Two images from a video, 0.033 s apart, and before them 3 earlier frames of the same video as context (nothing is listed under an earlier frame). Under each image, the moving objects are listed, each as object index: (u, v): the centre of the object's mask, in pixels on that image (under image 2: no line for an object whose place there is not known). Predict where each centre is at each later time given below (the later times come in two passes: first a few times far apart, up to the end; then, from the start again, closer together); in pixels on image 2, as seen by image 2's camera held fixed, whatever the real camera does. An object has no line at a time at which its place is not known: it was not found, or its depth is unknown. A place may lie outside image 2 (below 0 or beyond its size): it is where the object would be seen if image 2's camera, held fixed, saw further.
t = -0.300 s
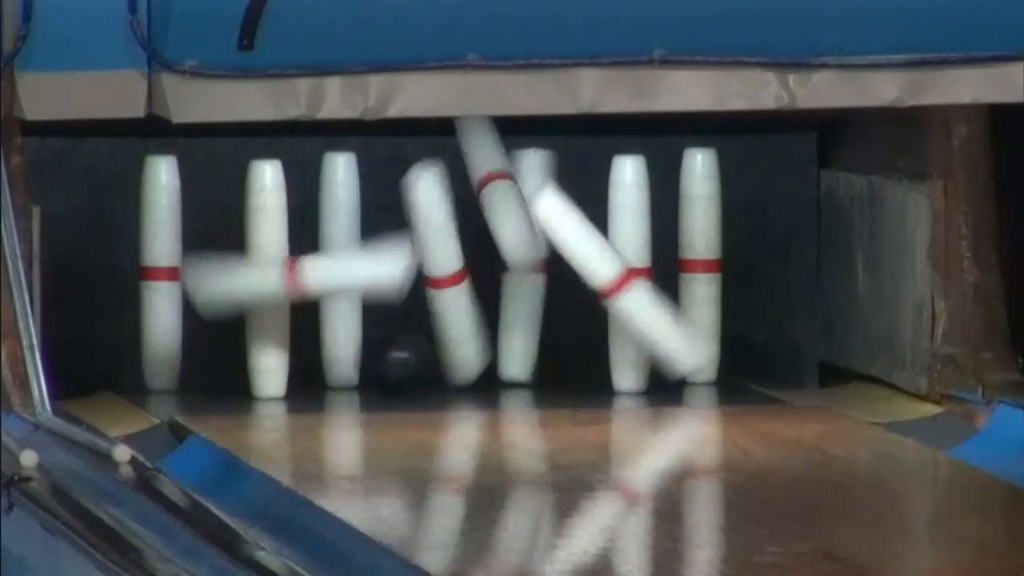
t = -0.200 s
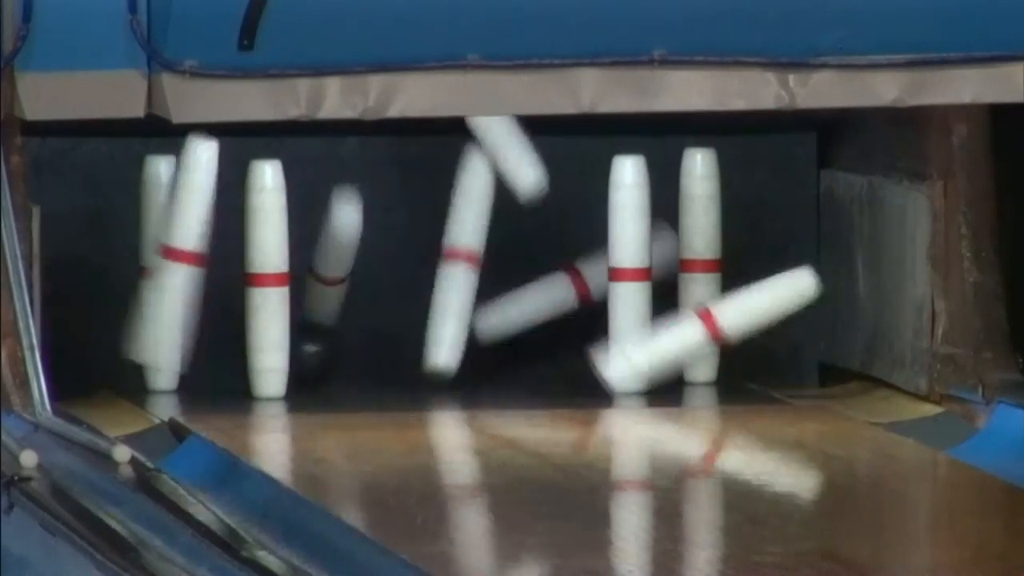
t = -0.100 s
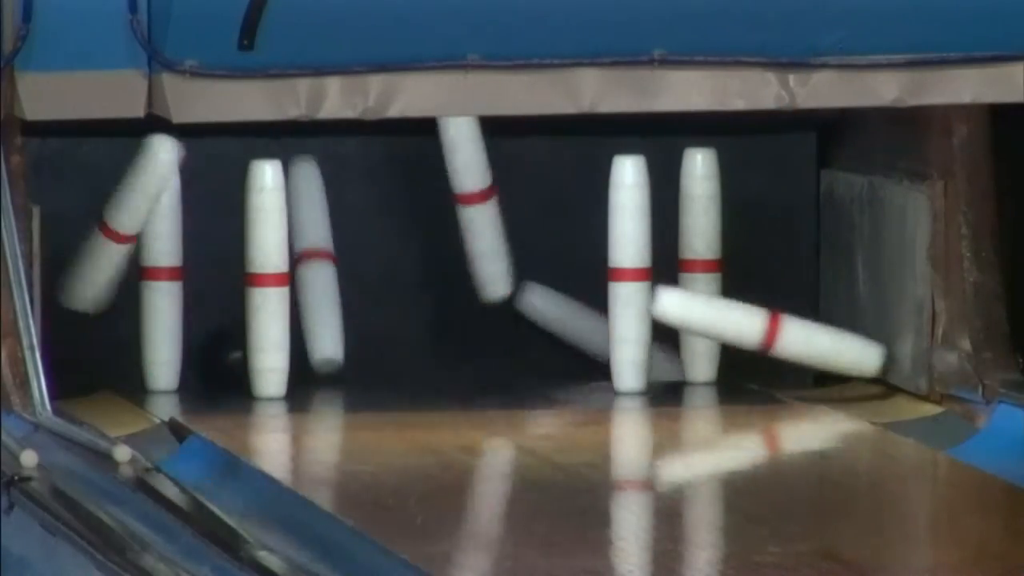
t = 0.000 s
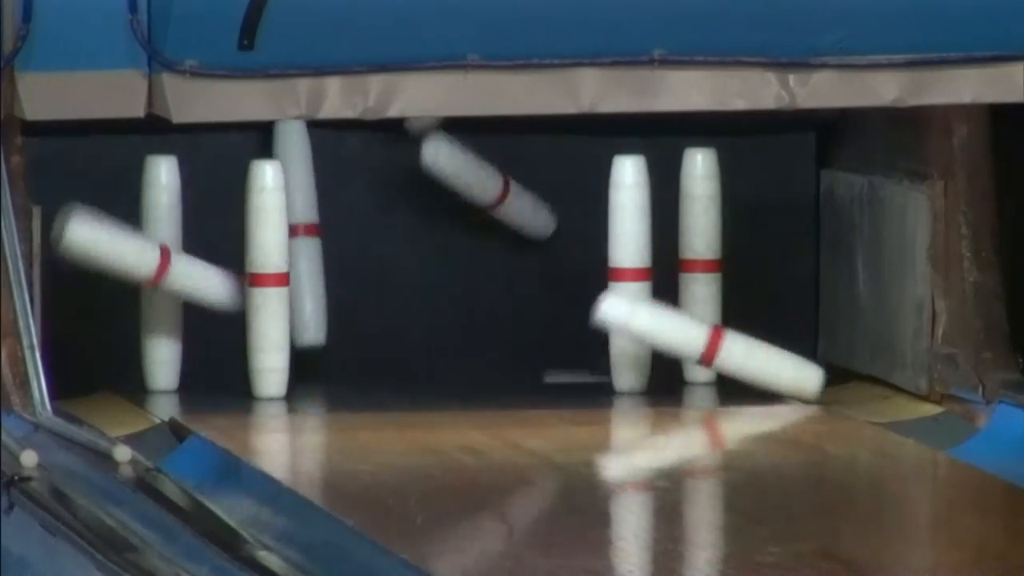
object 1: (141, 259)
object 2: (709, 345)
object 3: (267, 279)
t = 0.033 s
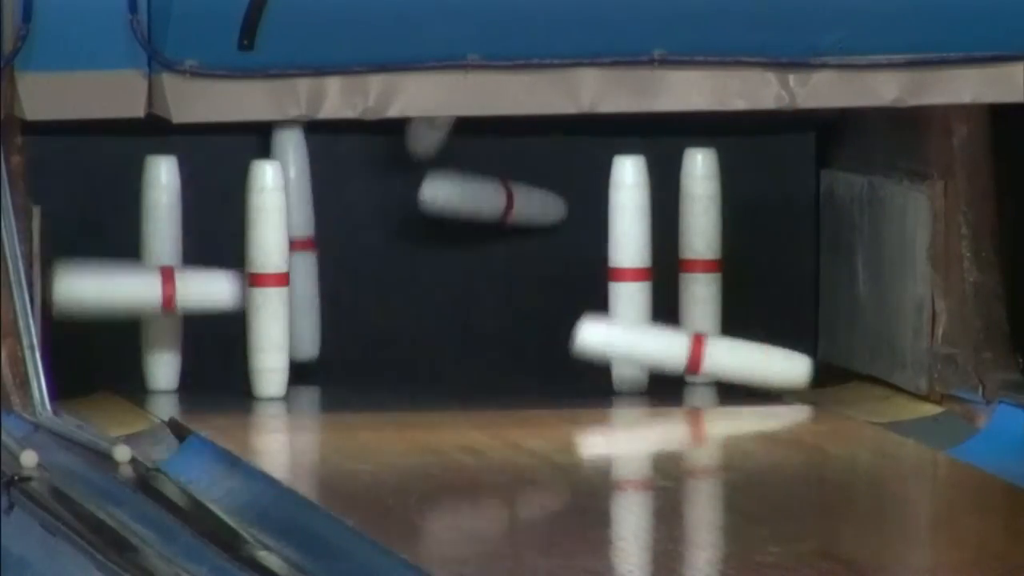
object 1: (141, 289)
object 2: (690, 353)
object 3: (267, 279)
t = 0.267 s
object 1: (167, 364)
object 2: (588, 377)
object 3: (281, 278)
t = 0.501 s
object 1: (166, 363)
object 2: (515, 378)
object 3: (294, 291)
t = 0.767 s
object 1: (176, 370)
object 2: (473, 377)
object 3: (313, 342)
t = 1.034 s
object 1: (174, 371)
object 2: (458, 378)
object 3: (332, 361)
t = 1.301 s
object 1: (180, 370)
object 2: (475, 376)
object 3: (342, 372)
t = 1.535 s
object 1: (179, 370)
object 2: (475, 375)
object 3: (348, 383)
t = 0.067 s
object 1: (145, 332)
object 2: (672, 368)
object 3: (268, 279)
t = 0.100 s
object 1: (157, 355)
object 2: (660, 375)
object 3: (271, 279)
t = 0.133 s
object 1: (159, 362)
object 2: (645, 375)
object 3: (273, 278)
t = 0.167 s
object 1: (161, 363)
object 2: (631, 377)
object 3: (275, 278)
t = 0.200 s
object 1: (166, 362)
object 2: (618, 375)
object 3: (277, 278)
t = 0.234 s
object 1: (166, 360)
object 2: (603, 376)
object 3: (279, 278)
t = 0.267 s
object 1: (167, 364)
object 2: (588, 377)
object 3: (281, 278)
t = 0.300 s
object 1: (166, 369)
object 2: (576, 376)
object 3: (282, 278)
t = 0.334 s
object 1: (166, 363)
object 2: (566, 377)
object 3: (284, 279)
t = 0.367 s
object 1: (167, 357)
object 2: (555, 377)
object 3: (286, 279)
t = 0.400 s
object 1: (168, 357)
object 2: (543, 377)
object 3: (288, 280)
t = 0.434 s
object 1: (167, 362)
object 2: (533, 377)
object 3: (290, 282)
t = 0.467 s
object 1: (168, 365)
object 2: (524, 378)
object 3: (292, 286)
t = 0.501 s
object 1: (166, 363)
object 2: (515, 378)
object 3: (294, 291)
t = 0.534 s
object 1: (164, 367)
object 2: (506, 378)
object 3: (297, 301)
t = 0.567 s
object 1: (161, 368)
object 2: (499, 378)
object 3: (300, 313)
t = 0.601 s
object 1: (162, 369)
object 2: (492, 377)
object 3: (304, 332)
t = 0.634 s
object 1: (165, 369)
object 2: (485, 378)
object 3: (309, 358)
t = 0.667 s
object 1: (163, 369)
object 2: (480, 378)
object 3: (307, 375)
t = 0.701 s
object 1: (173, 370)
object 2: (477, 378)
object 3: (308, 359)
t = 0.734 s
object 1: (176, 370)
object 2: (474, 378)
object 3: (310, 348)
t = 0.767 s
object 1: (176, 370)
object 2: (473, 377)
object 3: (313, 342)
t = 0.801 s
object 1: (174, 370)
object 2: (472, 377)
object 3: (315, 340)
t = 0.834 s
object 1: (175, 370)
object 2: (471, 377)
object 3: (318, 342)
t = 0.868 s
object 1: (174, 370)
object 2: (471, 377)
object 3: (320, 348)
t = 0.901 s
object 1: (174, 370)
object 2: (471, 377)
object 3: (322, 359)
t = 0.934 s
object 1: (174, 370)
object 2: (469, 377)
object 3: (324, 374)
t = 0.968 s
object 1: (174, 370)
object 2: (473, 377)
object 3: (330, 377)
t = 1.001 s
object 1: (174, 371)
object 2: (463, 378)
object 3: (331, 367)
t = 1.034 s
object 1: (174, 371)
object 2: (458, 378)
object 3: (332, 361)
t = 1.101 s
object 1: (175, 371)
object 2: (462, 378)
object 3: (335, 364)
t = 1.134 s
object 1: (176, 371)
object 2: (471, 378)
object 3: (337, 372)
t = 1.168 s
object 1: (177, 371)
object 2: (470, 376)
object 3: (336, 384)
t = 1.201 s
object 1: (179, 371)
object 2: (472, 376)
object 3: (338, 376)
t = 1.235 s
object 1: (180, 371)
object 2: (474, 376)
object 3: (340, 370)
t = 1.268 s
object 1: (180, 371)
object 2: (475, 376)
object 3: (341, 369)
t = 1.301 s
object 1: (180, 370)
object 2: (475, 376)
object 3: (342, 372)
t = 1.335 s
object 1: (180, 370)
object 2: (474, 375)
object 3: (343, 380)
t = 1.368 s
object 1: (180, 370)
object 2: (477, 376)
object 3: (345, 383)
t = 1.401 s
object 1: (179, 370)
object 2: (480, 377)
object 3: (347, 377)
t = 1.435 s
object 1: (179, 370)
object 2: (478, 377)
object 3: (347, 374)
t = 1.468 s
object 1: (179, 370)
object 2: (482, 377)
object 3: (348, 377)
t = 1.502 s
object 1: (179, 370)
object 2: (478, 375)
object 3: (347, 384)
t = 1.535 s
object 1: (179, 370)
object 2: (475, 375)
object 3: (348, 383)
